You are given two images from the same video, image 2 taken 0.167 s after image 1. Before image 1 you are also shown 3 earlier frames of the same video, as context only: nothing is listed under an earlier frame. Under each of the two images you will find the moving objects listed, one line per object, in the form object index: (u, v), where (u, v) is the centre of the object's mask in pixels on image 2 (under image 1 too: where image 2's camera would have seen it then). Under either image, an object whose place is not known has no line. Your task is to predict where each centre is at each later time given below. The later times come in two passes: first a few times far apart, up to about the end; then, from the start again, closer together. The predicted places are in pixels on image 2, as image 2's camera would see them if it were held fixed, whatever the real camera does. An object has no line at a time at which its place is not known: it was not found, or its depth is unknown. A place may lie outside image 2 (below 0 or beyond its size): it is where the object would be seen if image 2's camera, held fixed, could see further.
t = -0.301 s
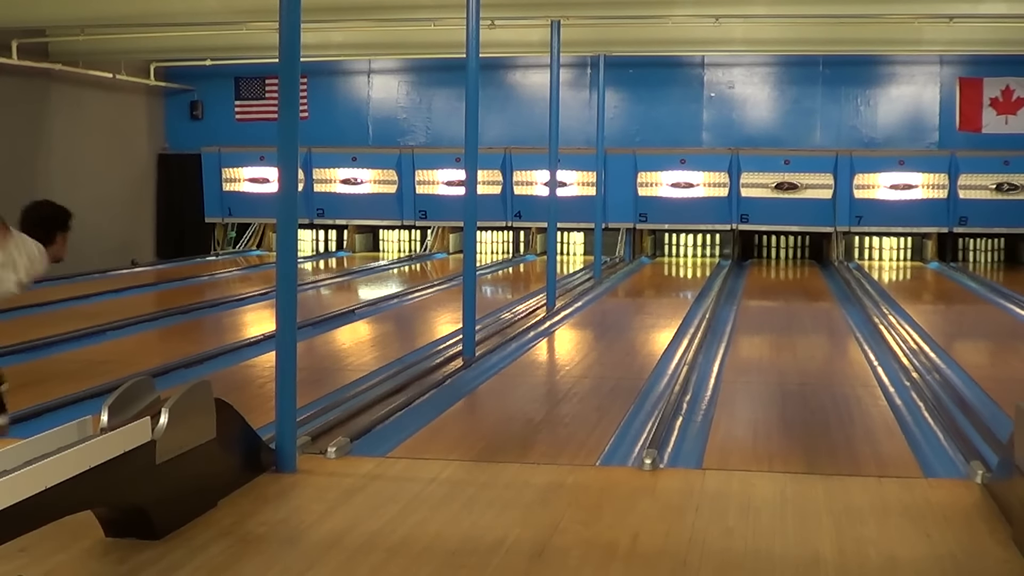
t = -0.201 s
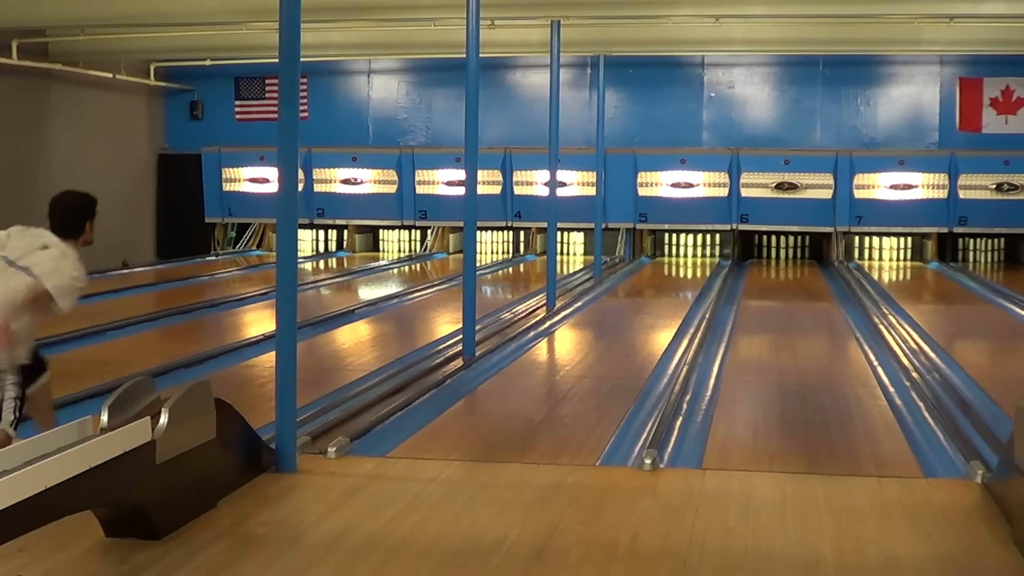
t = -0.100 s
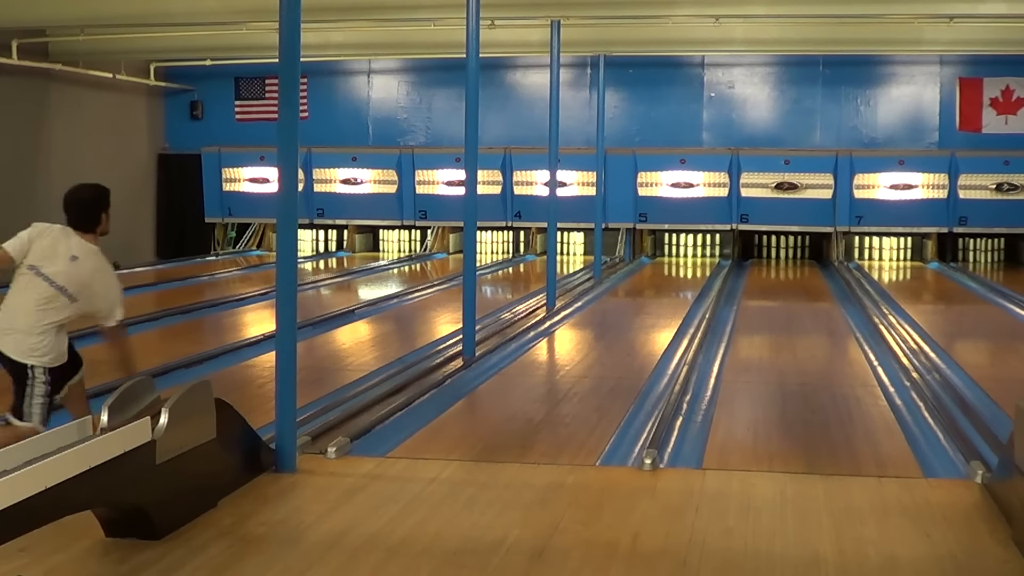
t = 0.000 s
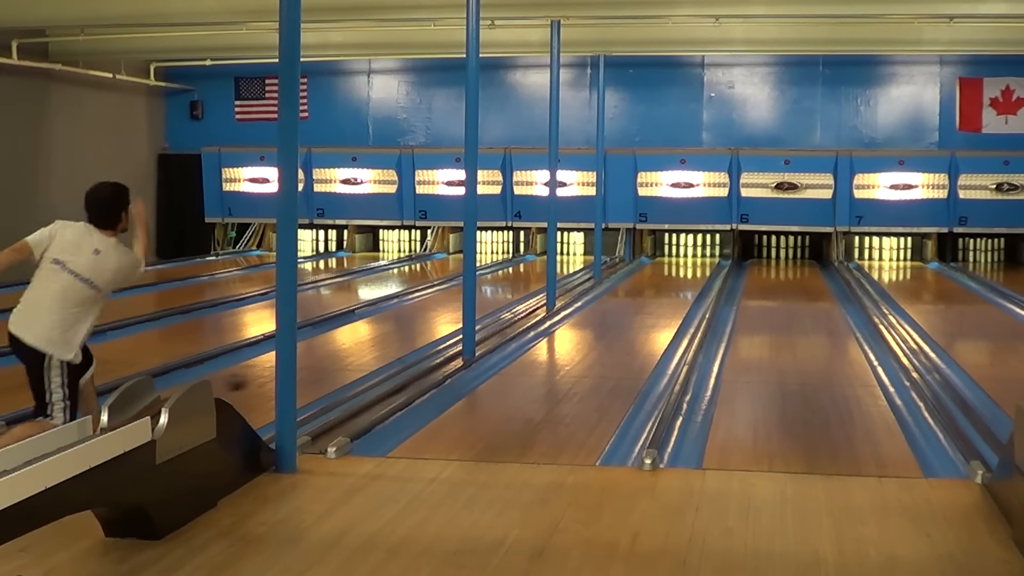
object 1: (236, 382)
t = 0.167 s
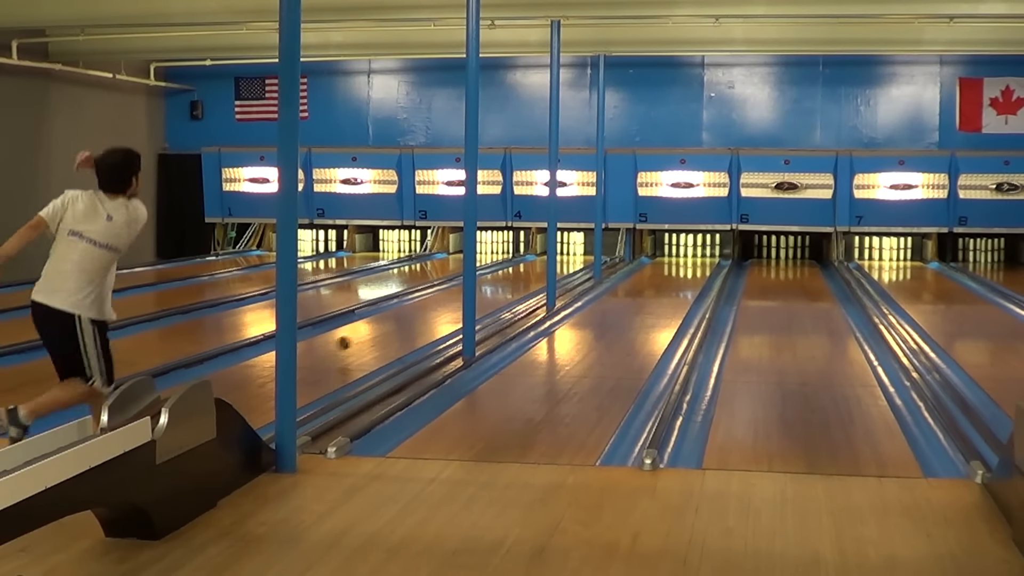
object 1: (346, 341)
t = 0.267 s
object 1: (388, 329)
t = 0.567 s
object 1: (479, 291)
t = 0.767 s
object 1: (511, 274)
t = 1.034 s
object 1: (543, 259)
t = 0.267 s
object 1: (388, 329)
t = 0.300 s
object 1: (401, 323)
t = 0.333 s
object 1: (413, 317)
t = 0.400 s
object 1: (434, 310)
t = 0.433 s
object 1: (443, 306)
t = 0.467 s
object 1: (452, 302)
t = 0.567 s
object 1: (479, 291)
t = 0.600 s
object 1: (482, 288)
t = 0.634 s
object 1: (488, 285)
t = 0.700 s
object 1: (500, 281)
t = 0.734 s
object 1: (505, 276)
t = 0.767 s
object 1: (511, 274)
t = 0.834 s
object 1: (520, 270)
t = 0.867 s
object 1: (525, 268)
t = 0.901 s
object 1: (529, 267)
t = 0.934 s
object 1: (533, 265)
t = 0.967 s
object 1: (537, 263)
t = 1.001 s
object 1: (541, 262)
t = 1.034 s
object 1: (543, 259)
